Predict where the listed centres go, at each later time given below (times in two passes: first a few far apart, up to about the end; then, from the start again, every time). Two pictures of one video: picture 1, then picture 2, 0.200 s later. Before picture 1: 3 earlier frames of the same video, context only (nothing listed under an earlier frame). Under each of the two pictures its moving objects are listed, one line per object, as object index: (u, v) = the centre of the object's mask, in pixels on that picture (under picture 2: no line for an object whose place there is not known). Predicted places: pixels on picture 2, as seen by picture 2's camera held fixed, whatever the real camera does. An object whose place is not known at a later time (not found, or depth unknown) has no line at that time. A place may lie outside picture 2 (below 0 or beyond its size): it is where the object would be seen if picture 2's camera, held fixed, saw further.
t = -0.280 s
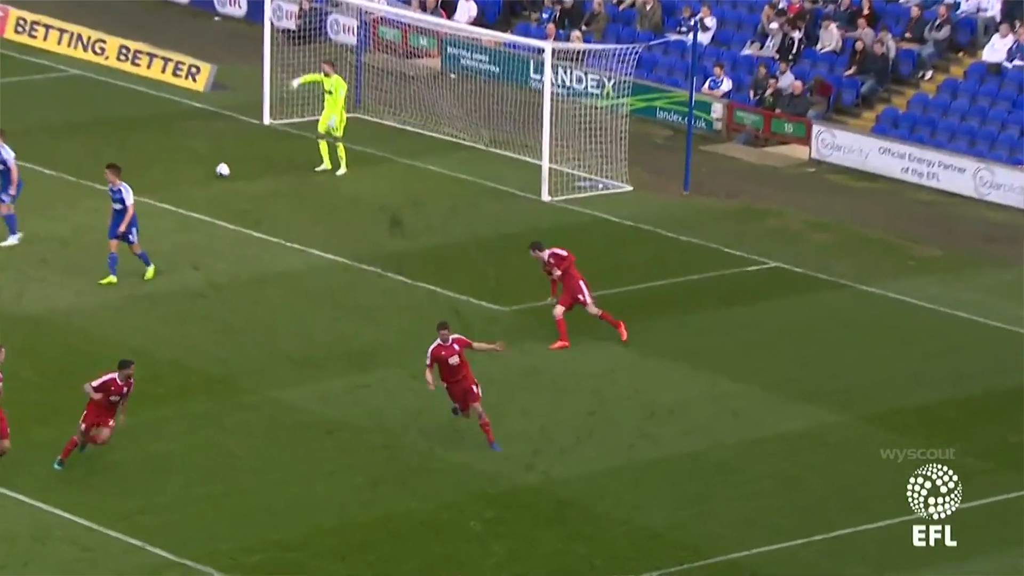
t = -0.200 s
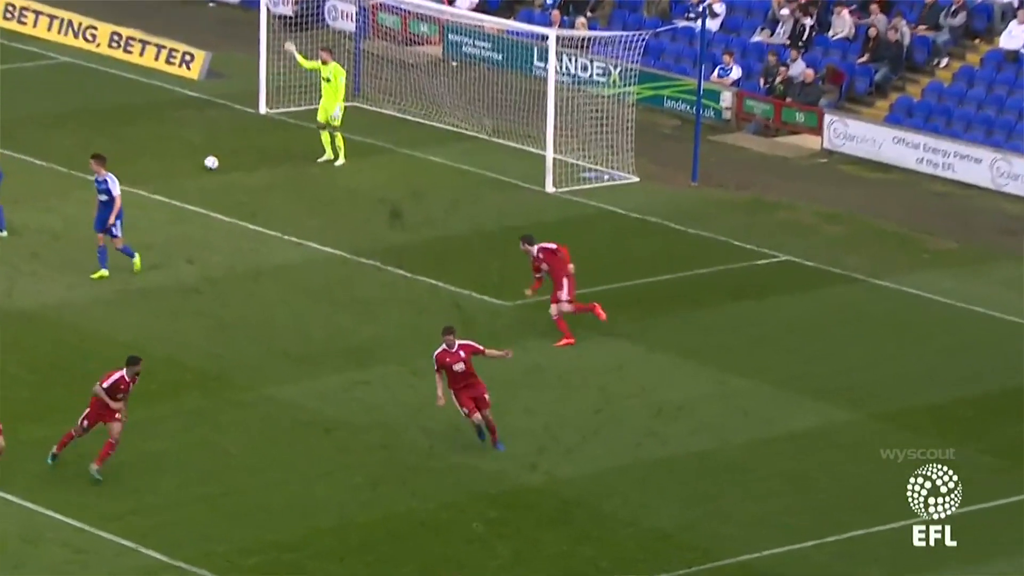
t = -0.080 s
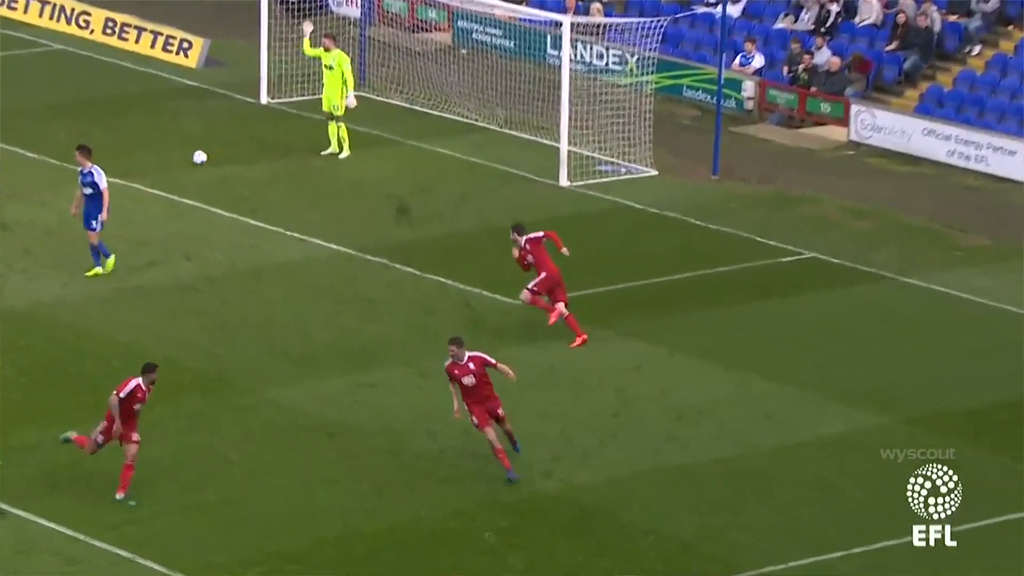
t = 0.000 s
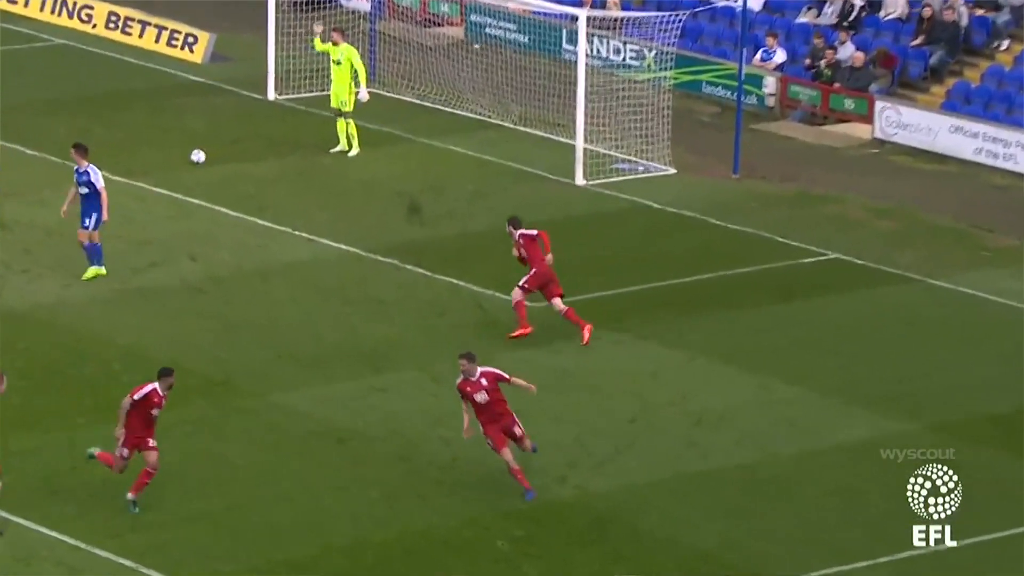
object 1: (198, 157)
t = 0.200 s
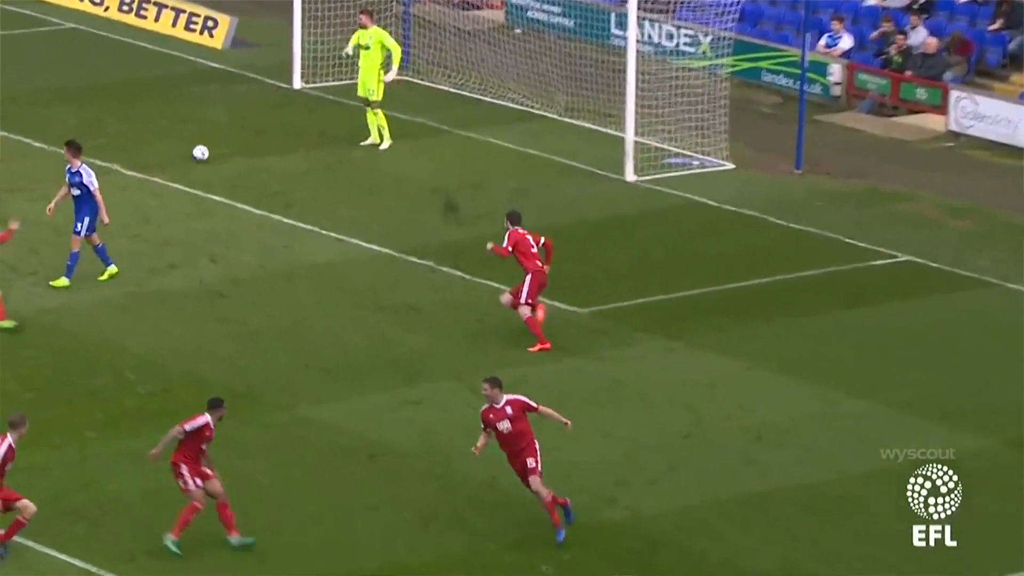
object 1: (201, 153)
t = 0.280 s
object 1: (194, 154)
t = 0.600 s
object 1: (167, 159)
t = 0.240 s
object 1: (197, 154)
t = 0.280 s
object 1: (194, 154)
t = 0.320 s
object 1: (190, 154)
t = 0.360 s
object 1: (186, 156)
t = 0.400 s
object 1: (183, 155)
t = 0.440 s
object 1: (180, 156)
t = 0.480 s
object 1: (176, 157)
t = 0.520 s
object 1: (173, 157)
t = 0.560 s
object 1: (170, 159)
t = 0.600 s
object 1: (167, 159)
